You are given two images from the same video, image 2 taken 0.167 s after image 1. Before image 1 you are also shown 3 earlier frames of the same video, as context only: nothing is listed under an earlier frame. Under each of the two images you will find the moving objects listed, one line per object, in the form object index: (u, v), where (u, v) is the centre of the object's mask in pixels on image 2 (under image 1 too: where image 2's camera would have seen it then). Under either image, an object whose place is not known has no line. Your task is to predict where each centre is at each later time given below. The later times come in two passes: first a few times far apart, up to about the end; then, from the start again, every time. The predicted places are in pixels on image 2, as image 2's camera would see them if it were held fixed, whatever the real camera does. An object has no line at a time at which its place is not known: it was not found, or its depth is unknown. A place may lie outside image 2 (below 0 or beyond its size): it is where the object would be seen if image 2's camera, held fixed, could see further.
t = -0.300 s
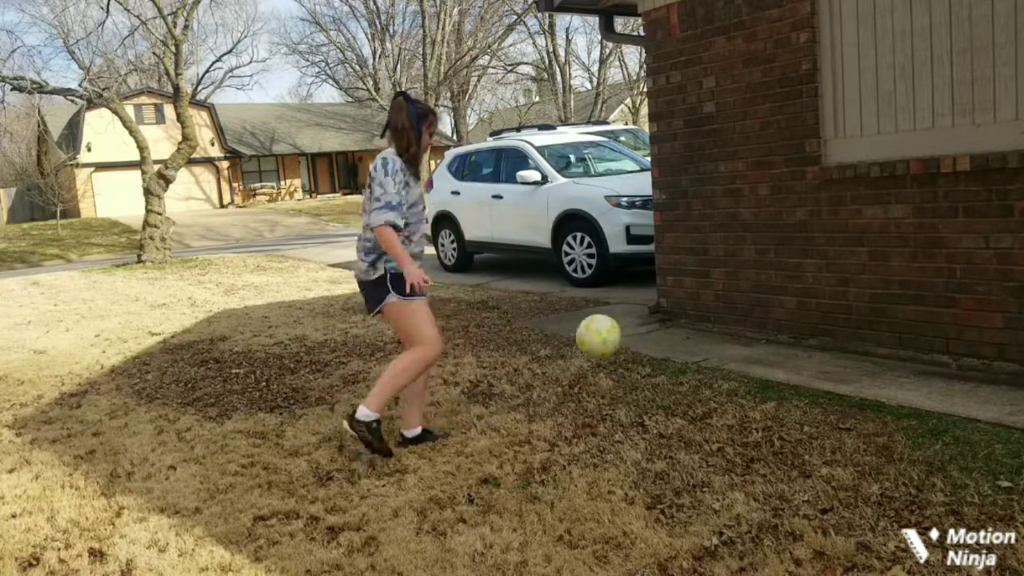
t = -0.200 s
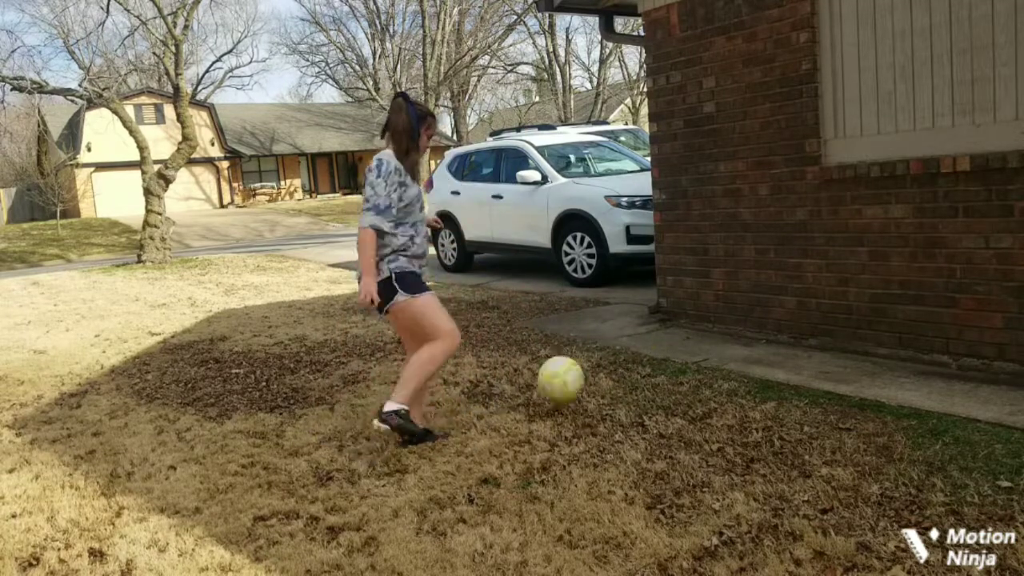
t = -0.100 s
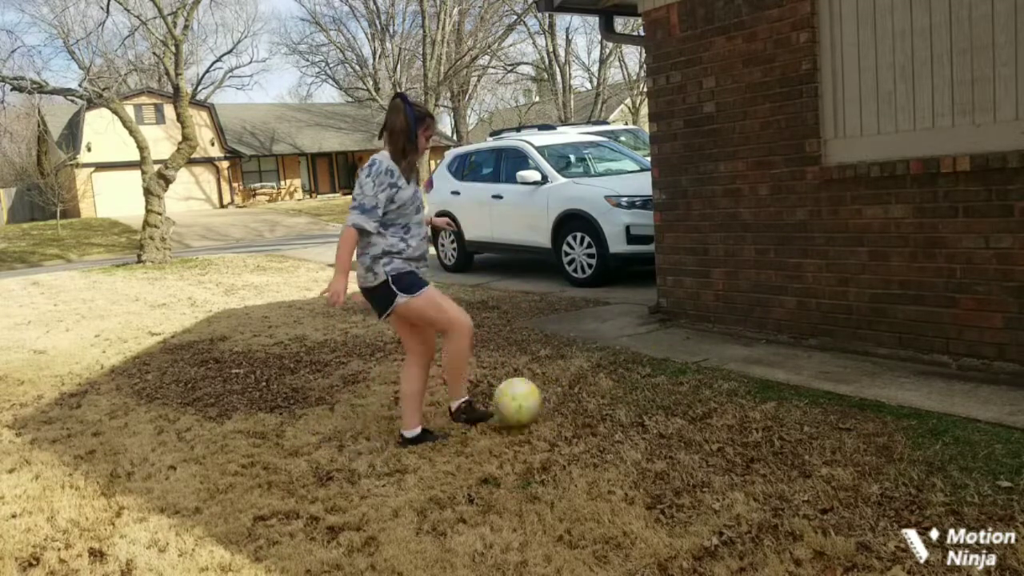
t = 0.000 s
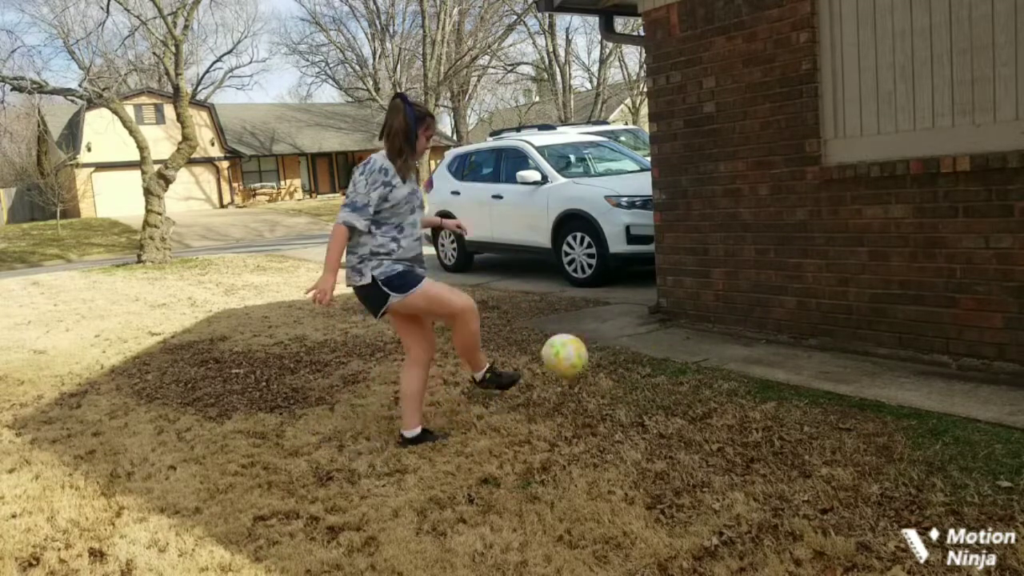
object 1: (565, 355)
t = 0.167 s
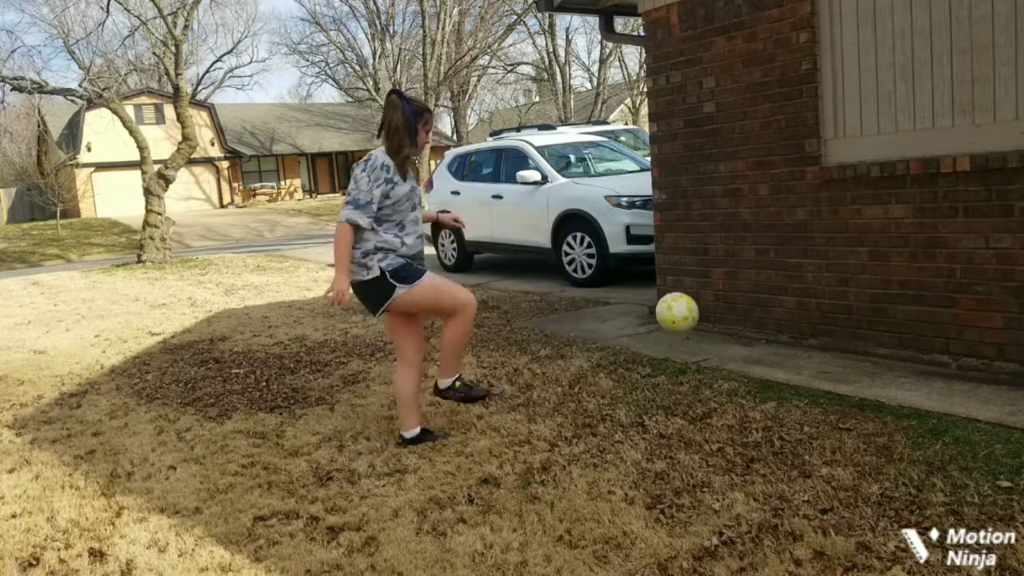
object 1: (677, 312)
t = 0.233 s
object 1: (717, 311)
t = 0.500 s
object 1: (790, 313)
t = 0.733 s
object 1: (747, 327)
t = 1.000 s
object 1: (725, 343)
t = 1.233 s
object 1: (719, 362)
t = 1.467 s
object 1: (709, 375)
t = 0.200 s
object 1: (697, 311)
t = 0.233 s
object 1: (717, 311)
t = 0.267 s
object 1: (735, 313)
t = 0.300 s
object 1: (754, 318)
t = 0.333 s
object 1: (771, 323)
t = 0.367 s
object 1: (789, 330)
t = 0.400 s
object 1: (803, 333)
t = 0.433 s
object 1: (802, 324)
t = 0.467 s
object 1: (796, 318)
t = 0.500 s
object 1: (790, 313)
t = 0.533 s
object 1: (784, 309)
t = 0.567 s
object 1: (778, 308)
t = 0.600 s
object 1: (772, 308)
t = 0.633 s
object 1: (766, 310)
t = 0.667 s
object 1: (759, 313)
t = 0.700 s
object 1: (753, 320)
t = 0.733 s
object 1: (747, 327)
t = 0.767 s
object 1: (741, 337)
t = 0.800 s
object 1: (734, 351)
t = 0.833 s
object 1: (729, 361)
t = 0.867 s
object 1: (728, 354)
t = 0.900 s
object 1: (727, 349)
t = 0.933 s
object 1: (726, 345)
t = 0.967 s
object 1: (726, 343)
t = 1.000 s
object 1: (725, 343)
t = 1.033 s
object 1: (725, 345)
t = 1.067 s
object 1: (724, 350)
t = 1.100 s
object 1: (725, 356)
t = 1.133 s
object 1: (724, 366)
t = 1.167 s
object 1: (723, 366)
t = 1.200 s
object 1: (721, 363)
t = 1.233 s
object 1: (719, 362)
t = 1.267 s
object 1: (718, 363)
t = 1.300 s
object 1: (716, 365)
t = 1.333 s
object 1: (715, 370)
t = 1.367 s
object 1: (713, 374)
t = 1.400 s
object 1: (712, 373)
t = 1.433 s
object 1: (710, 373)
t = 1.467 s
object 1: (709, 375)
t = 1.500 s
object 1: (708, 376)
